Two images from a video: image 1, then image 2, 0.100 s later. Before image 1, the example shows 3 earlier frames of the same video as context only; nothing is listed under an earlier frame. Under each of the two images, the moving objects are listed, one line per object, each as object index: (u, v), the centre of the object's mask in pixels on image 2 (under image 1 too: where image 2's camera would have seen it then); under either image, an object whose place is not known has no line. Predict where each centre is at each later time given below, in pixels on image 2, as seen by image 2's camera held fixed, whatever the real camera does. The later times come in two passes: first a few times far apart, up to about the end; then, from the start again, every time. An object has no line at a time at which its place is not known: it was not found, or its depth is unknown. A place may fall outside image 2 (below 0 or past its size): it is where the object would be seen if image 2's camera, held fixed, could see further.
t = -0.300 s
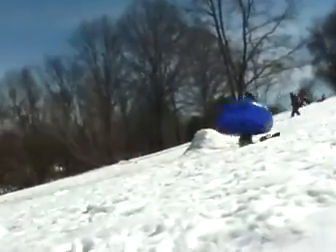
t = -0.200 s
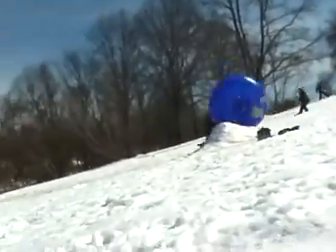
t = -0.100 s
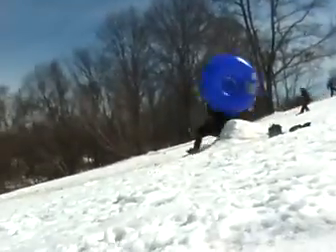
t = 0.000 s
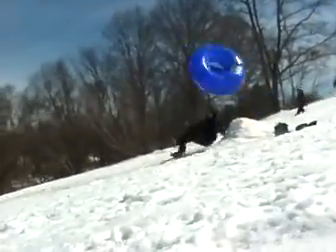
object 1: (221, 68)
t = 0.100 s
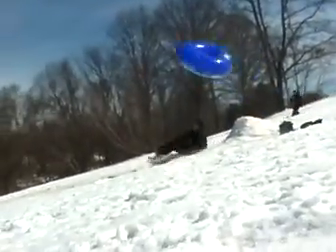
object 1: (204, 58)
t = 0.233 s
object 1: (184, 52)
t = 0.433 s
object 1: (155, 55)
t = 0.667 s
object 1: (129, 72)
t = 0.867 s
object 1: (108, 98)
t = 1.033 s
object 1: (90, 123)
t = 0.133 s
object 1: (199, 57)
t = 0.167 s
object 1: (195, 55)
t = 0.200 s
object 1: (188, 53)
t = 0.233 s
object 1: (184, 52)
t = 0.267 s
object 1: (178, 51)
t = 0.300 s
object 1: (173, 51)
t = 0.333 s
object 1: (168, 51)
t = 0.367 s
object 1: (163, 51)
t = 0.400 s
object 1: (159, 53)
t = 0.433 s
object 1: (155, 55)
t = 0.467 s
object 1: (150, 56)
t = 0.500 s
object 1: (146, 58)
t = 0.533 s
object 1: (143, 60)
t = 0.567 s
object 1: (139, 62)
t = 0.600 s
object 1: (135, 66)
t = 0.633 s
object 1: (131, 68)
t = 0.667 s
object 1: (129, 72)
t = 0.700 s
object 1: (126, 75)
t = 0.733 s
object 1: (122, 79)
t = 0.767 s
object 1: (118, 83)
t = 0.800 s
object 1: (115, 89)
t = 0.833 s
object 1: (111, 93)
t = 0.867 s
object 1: (108, 98)
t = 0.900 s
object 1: (105, 104)
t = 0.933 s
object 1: (101, 108)
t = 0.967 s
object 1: (98, 113)
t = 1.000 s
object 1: (96, 118)
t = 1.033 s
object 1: (90, 123)
